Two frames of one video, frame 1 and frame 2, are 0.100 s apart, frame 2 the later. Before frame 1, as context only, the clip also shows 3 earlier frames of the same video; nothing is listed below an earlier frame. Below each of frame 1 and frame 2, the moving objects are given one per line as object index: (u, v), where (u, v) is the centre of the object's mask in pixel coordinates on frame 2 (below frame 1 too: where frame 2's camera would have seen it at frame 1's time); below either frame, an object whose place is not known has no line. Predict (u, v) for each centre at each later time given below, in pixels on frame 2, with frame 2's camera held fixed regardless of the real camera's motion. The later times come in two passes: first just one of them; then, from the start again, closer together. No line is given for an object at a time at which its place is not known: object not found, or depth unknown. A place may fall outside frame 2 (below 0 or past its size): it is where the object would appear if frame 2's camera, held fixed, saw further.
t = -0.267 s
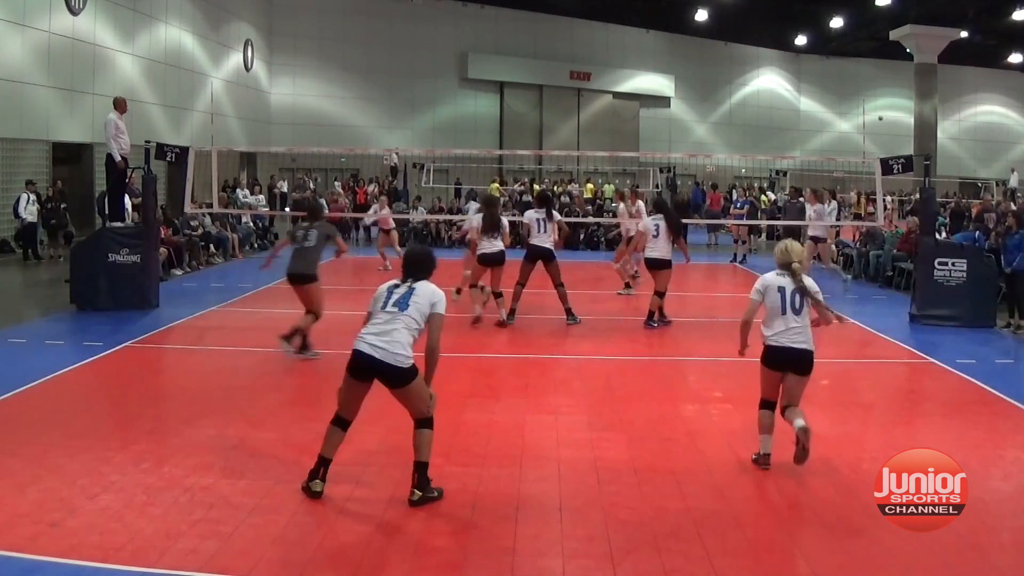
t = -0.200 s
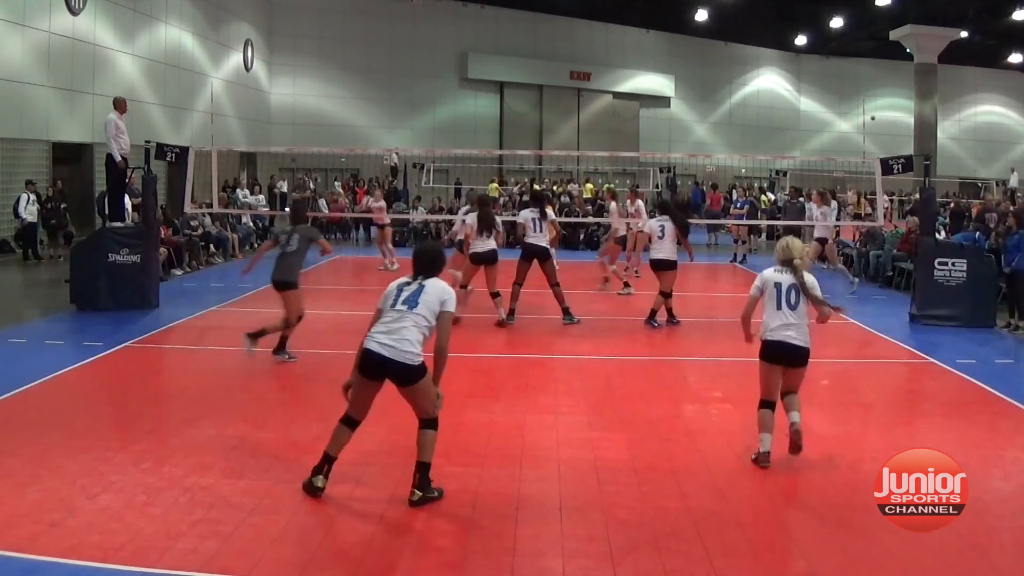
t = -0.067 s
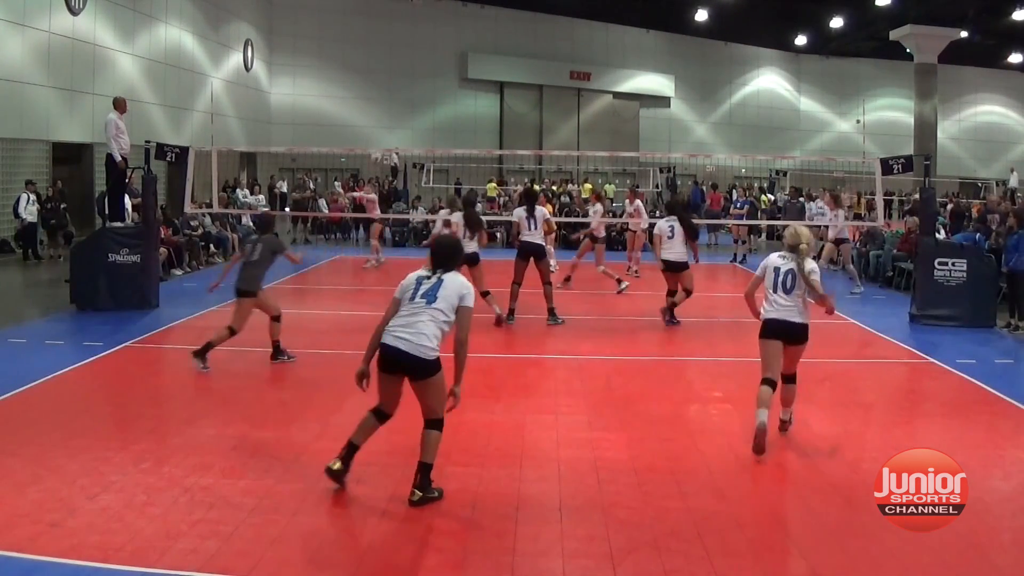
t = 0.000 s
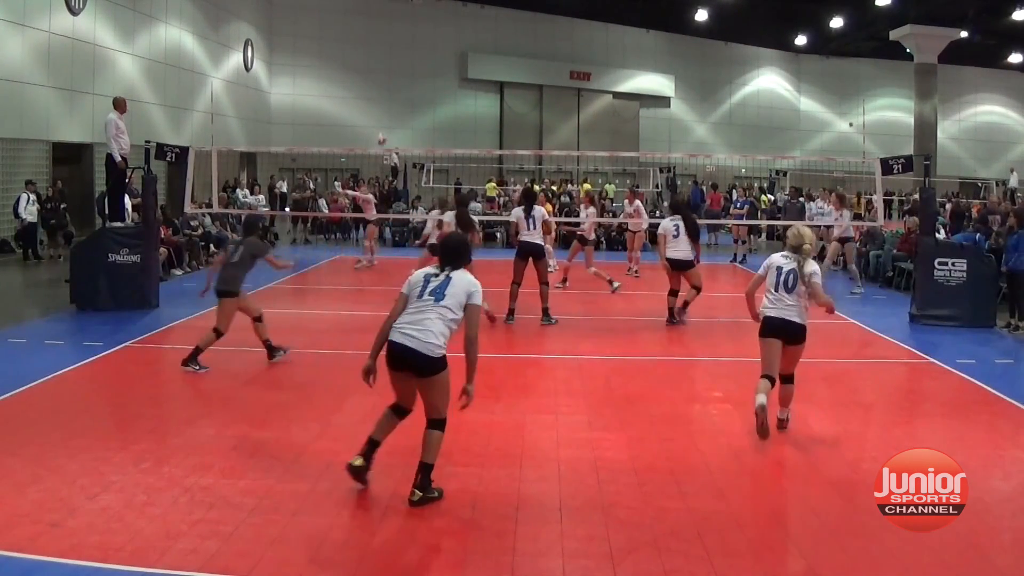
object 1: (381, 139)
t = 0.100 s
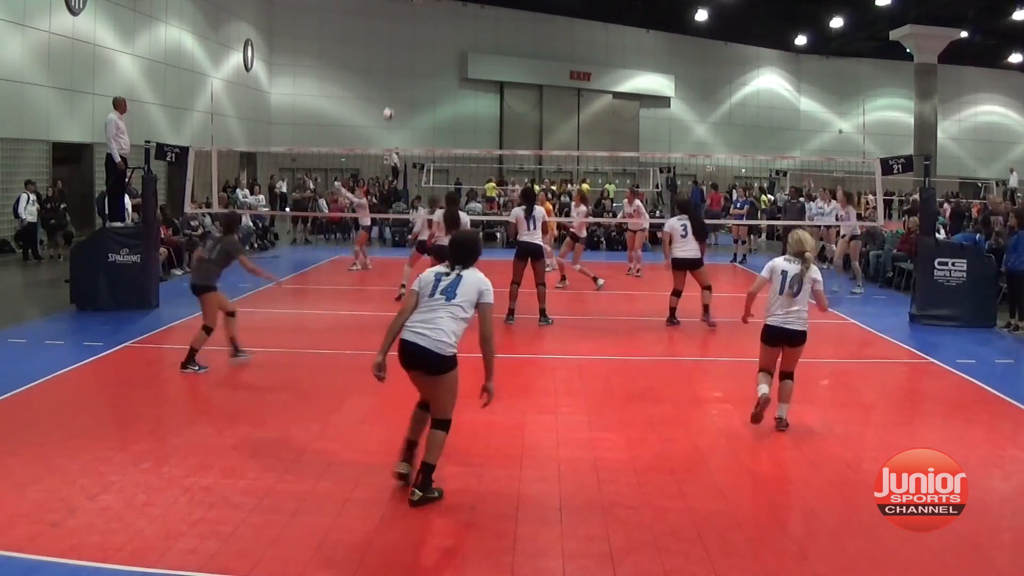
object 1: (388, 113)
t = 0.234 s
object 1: (399, 88)
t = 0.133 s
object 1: (390, 107)
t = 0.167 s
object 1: (393, 100)
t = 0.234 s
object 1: (399, 88)
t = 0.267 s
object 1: (402, 83)
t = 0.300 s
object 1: (404, 79)
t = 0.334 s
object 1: (406, 75)
